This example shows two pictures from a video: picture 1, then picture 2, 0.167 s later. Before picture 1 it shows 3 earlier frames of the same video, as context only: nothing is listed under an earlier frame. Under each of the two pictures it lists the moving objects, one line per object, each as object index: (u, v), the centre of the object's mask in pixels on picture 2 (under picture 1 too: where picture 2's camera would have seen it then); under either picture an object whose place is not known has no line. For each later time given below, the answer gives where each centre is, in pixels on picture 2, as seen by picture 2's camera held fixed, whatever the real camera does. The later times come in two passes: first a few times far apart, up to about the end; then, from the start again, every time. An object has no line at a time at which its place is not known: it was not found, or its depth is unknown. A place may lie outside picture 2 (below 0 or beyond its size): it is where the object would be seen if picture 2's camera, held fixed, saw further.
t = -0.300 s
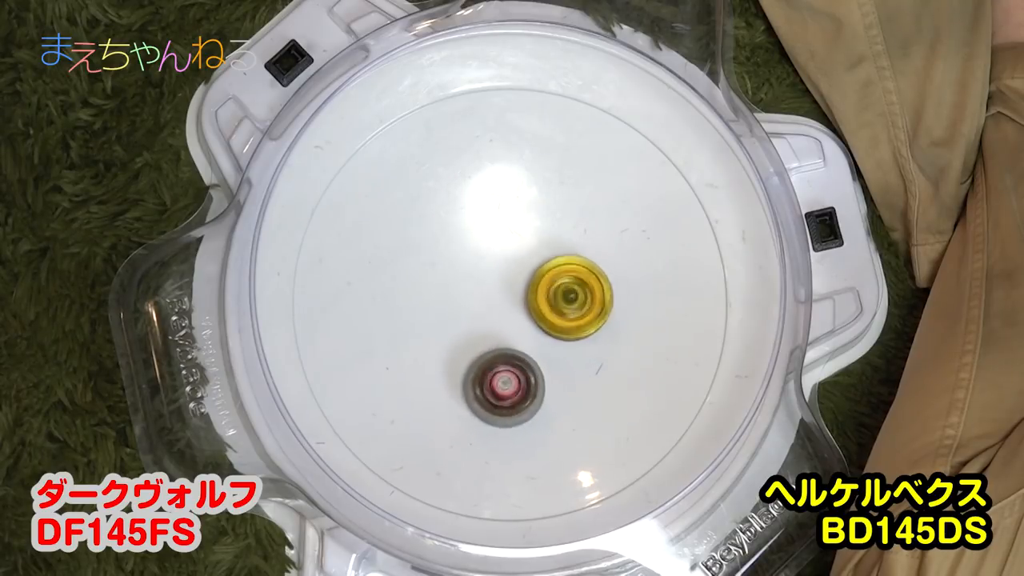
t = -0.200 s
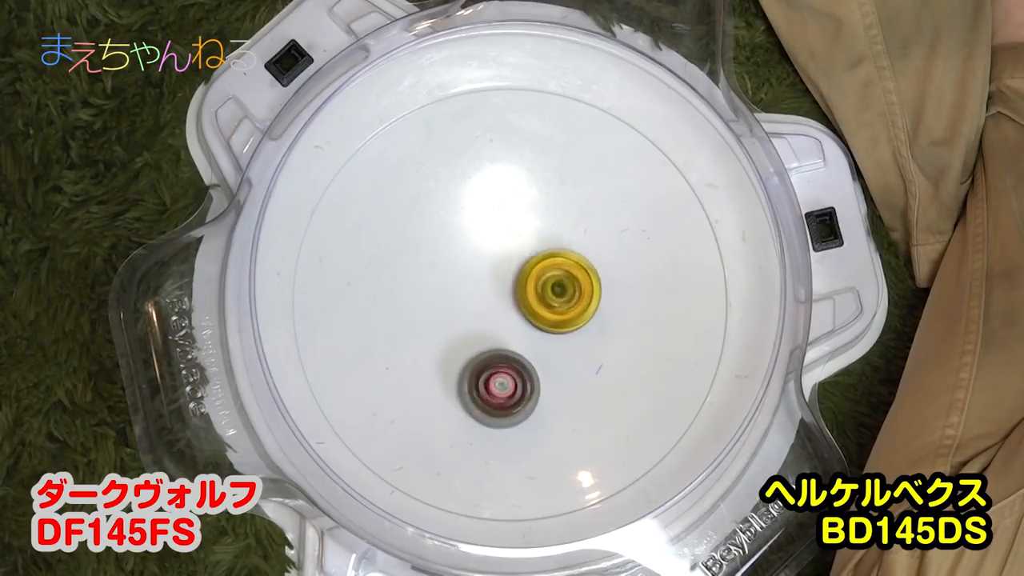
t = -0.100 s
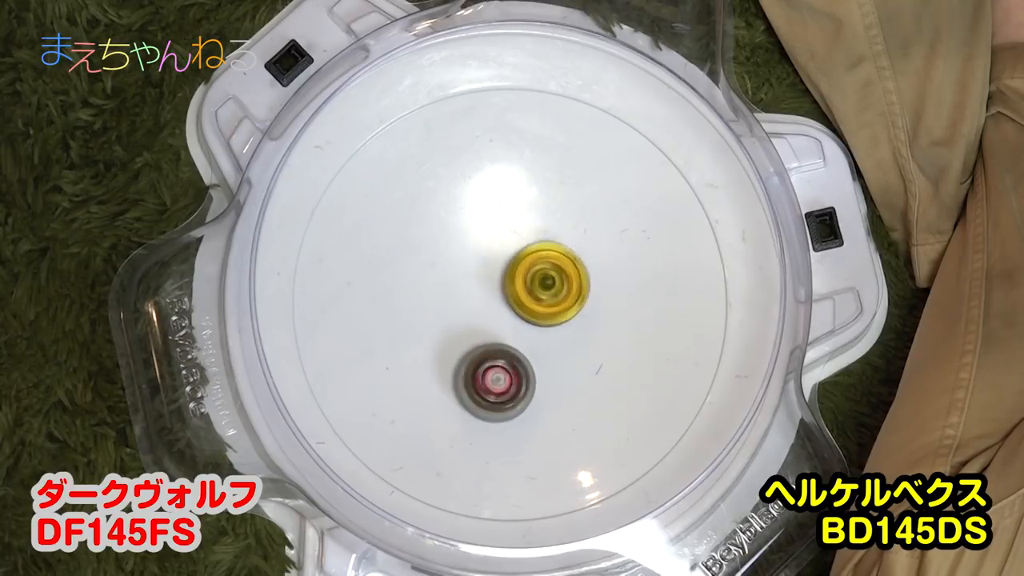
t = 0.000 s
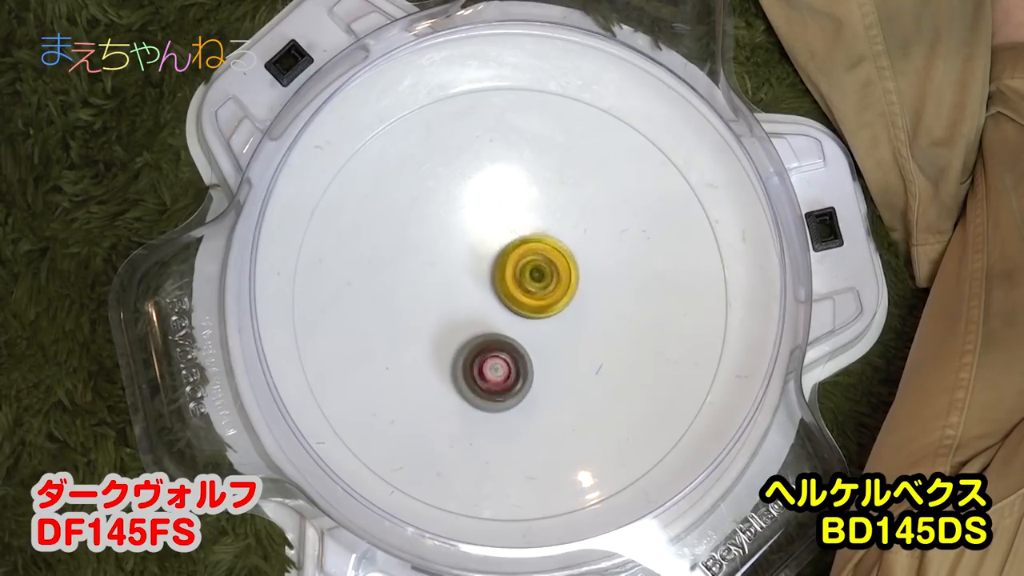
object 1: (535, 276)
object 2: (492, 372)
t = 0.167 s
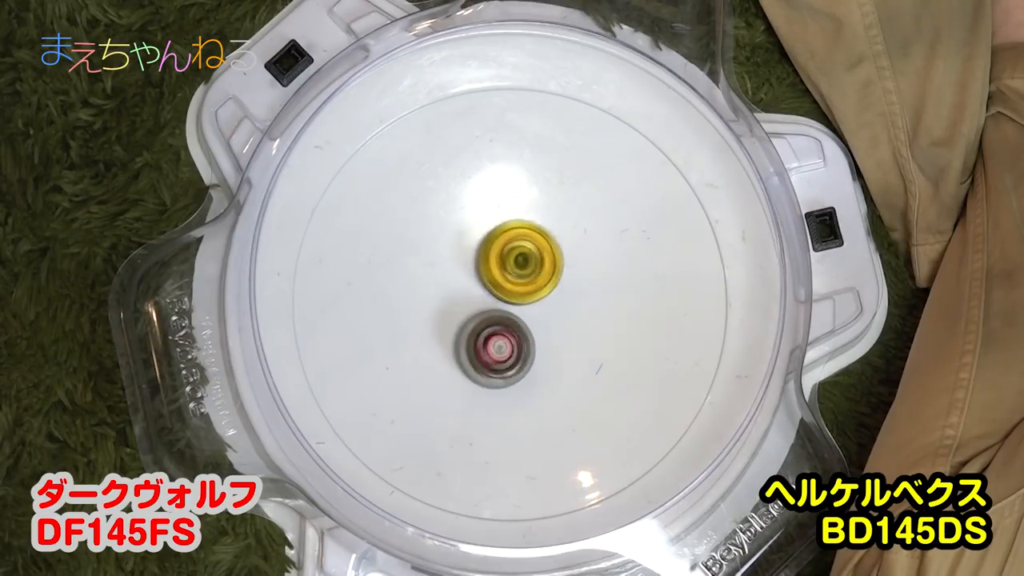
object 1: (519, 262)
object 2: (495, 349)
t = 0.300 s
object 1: (517, 231)
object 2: (490, 356)
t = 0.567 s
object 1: (515, 203)
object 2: (509, 356)
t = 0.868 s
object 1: (522, 205)
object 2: (542, 342)
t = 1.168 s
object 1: (516, 242)
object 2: (564, 327)
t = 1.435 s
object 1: (491, 268)
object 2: (569, 321)
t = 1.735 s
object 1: (456, 281)
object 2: (552, 314)
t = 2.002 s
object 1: (431, 275)
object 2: (528, 298)
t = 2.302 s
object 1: (428, 259)
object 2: (516, 272)
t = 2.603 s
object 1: (451, 268)
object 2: (534, 266)
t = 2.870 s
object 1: (460, 291)
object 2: (562, 285)
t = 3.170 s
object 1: (455, 314)
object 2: (572, 327)
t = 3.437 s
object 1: (445, 336)
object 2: (538, 322)
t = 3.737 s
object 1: (431, 355)
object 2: (553, 255)
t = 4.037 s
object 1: (454, 350)
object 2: (580, 223)
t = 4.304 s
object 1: (484, 346)
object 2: (575, 249)
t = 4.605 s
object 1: (510, 357)
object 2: (520, 274)
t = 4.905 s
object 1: (524, 378)
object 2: (472, 250)
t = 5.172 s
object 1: (521, 378)
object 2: (471, 235)
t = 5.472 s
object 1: (519, 350)
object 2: (490, 266)
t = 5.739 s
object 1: (534, 341)
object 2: (485, 270)
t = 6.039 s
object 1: (558, 327)
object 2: (466, 281)
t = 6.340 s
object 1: (573, 315)
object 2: (463, 291)
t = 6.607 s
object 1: (558, 302)
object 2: (471, 307)
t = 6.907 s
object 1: (565, 286)
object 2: (429, 321)
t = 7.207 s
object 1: (542, 272)
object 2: (444, 321)
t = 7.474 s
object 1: (520, 263)
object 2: (482, 339)
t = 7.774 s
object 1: (496, 256)
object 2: (501, 373)
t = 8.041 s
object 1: (483, 264)
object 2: (500, 374)
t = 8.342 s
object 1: (479, 280)
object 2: (521, 355)
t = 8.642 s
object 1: (483, 298)
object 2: (555, 349)
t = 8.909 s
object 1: (486, 315)
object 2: (563, 349)
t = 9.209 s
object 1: (471, 312)
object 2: (576, 348)
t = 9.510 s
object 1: (485, 308)
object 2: (569, 313)
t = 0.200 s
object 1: (517, 259)
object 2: (496, 342)
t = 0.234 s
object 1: (514, 256)
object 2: (498, 337)
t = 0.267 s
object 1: (515, 244)
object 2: (495, 344)
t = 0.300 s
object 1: (517, 231)
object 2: (490, 356)
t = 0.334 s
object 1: (519, 223)
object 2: (488, 361)
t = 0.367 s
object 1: (518, 220)
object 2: (489, 362)
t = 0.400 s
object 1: (517, 217)
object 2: (492, 361)
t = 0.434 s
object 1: (516, 214)
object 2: (495, 360)
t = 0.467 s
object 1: (515, 210)
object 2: (499, 359)
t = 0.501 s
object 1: (515, 208)
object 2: (502, 358)
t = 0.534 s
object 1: (515, 205)
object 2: (506, 357)
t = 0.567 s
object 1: (515, 203)
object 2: (509, 356)
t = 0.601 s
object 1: (516, 200)
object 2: (514, 354)
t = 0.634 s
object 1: (517, 198)
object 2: (517, 353)
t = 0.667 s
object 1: (517, 196)
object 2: (520, 351)
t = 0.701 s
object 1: (519, 195)
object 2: (524, 350)
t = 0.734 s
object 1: (520, 195)
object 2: (528, 348)
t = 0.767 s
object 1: (521, 196)
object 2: (532, 347)
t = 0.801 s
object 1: (522, 198)
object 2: (536, 345)
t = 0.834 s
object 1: (522, 201)
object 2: (539, 343)
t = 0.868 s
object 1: (522, 205)
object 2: (542, 342)
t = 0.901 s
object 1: (522, 209)
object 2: (545, 340)
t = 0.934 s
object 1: (523, 213)
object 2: (548, 339)
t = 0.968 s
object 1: (522, 217)
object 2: (551, 337)
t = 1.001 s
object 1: (521, 221)
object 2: (554, 336)
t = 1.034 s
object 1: (521, 226)
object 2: (556, 334)
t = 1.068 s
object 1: (520, 230)
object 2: (558, 332)
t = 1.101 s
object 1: (518, 234)
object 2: (560, 330)
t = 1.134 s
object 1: (517, 238)
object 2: (562, 329)
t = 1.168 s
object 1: (516, 242)
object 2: (564, 327)
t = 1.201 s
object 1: (514, 247)
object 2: (565, 325)
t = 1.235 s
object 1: (512, 251)
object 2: (566, 323)
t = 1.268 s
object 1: (510, 255)
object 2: (567, 321)
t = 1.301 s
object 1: (507, 259)
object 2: (567, 319)
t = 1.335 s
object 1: (503, 261)
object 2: (569, 320)
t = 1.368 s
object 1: (498, 262)
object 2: (570, 322)
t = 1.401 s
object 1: (495, 264)
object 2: (570, 321)
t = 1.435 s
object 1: (491, 268)
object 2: (569, 321)
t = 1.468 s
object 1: (487, 270)
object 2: (569, 321)
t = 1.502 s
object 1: (484, 272)
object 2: (568, 320)
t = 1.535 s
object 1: (480, 274)
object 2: (566, 319)
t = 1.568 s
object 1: (476, 276)
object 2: (565, 318)
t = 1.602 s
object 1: (472, 277)
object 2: (563, 318)
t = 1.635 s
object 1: (468, 278)
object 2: (560, 317)
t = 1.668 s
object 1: (464, 279)
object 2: (557, 316)
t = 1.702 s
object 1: (460, 280)
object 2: (555, 315)
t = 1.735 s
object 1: (456, 281)
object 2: (552, 314)
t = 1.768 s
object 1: (453, 280)
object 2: (549, 313)
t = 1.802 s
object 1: (449, 281)
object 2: (546, 311)
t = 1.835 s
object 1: (445, 280)
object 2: (543, 309)
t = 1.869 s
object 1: (442, 280)
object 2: (540, 308)
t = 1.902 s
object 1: (439, 279)
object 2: (537, 305)
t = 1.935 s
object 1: (436, 277)
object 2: (534, 303)
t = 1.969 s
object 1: (433, 276)
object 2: (531, 301)
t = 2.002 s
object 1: (431, 275)
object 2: (528, 298)
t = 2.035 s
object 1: (429, 273)
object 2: (525, 295)
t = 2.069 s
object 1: (427, 271)
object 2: (522, 292)
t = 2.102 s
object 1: (426, 269)
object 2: (520, 289)
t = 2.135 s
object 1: (425, 267)
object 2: (518, 286)
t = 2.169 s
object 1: (425, 265)
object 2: (515, 283)
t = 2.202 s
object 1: (425, 263)
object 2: (513, 280)
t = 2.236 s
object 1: (427, 261)
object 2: (512, 277)
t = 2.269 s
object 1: (429, 261)
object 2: (511, 274)
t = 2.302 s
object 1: (428, 259)
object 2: (516, 272)
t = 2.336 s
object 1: (429, 258)
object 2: (518, 271)
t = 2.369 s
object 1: (431, 259)
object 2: (518, 269)
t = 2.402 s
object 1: (434, 259)
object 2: (520, 267)
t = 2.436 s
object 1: (437, 260)
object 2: (521, 266)
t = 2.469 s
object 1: (439, 261)
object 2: (524, 265)
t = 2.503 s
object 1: (442, 262)
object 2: (528, 266)
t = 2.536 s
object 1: (445, 264)
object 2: (530, 265)
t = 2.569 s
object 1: (448, 266)
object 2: (532, 266)
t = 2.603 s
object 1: (451, 268)
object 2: (534, 266)
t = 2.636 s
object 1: (450, 270)
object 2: (541, 267)
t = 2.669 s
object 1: (448, 271)
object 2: (551, 270)
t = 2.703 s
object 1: (450, 274)
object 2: (555, 273)
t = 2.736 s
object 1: (452, 277)
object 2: (558, 275)
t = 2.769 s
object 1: (454, 281)
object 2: (559, 277)
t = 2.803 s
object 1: (456, 284)
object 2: (560, 279)
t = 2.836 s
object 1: (458, 287)
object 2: (561, 282)
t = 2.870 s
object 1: (460, 291)
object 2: (562, 285)
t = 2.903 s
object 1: (462, 294)
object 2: (562, 288)
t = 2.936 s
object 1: (464, 297)
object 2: (561, 291)
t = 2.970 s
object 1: (466, 300)
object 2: (559, 295)
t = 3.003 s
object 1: (468, 304)
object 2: (558, 298)
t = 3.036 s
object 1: (470, 308)
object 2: (555, 301)
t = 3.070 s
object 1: (471, 311)
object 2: (553, 305)
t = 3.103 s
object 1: (465, 312)
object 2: (559, 311)
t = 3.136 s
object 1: (458, 313)
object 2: (568, 319)
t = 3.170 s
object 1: (455, 314)
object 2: (572, 327)
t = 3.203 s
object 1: (454, 317)
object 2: (574, 333)
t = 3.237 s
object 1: (453, 320)
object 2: (570, 336)
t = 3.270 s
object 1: (452, 323)
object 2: (565, 335)
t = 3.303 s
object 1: (450, 326)
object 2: (560, 334)
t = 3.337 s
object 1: (449, 328)
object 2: (555, 331)
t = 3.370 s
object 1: (448, 331)
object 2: (549, 329)
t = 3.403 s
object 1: (446, 333)
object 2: (544, 326)
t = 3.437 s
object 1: (445, 336)
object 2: (538, 322)
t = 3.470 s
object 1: (445, 338)
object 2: (532, 318)
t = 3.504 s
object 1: (444, 340)
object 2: (527, 313)
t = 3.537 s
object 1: (444, 342)
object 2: (521, 308)
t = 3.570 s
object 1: (445, 343)
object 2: (517, 303)
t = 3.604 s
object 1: (443, 346)
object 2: (517, 295)
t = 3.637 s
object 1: (434, 351)
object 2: (531, 282)
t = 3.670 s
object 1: (431, 353)
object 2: (542, 271)
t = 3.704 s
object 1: (431, 354)
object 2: (549, 262)
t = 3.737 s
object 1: (431, 355)
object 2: (553, 255)
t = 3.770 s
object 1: (433, 356)
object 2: (555, 249)
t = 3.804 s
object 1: (434, 356)
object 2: (557, 242)
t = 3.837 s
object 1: (436, 356)
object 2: (560, 237)
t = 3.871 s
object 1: (438, 355)
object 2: (564, 233)
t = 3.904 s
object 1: (441, 354)
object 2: (567, 229)
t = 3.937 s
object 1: (444, 353)
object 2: (571, 226)
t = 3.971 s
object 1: (447, 352)
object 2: (575, 224)
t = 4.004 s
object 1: (451, 351)
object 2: (578, 223)
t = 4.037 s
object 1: (454, 350)
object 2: (580, 223)
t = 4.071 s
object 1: (458, 349)
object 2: (582, 224)
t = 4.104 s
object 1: (462, 348)
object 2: (583, 225)
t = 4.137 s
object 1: (465, 348)
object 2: (583, 228)
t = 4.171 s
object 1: (469, 347)
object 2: (584, 230)
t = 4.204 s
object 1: (473, 347)
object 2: (583, 234)
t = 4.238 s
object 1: (476, 346)
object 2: (581, 238)
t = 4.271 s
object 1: (480, 346)
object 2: (578, 243)
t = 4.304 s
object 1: (484, 346)
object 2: (575, 249)
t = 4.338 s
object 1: (488, 347)
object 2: (570, 254)
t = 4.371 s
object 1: (491, 347)
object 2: (565, 259)
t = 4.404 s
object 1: (495, 347)
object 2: (559, 264)
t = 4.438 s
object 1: (498, 348)
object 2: (552, 269)
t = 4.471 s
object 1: (502, 349)
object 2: (545, 273)
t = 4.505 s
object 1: (504, 352)
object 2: (539, 275)
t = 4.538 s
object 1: (505, 353)
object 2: (533, 275)
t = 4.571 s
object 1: (508, 355)
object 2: (526, 275)
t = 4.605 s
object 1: (510, 357)
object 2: (520, 274)
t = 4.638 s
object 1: (513, 359)
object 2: (513, 274)
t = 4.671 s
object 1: (515, 362)
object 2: (507, 272)
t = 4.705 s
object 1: (517, 364)
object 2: (500, 270)
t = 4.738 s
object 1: (519, 367)
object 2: (494, 267)
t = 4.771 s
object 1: (520, 369)
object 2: (488, 264)
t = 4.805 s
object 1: (521, 372)
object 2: (483, 261)
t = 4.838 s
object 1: (522, 374)
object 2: (479, 258)
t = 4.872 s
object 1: (523, 376)
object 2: (475, 254)
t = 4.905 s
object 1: (524, 378)
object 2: (472, 250)
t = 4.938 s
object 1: (524, 380)
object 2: (470, 247)
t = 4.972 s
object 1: (524, 382)
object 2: (468, 244)
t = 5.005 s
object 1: (524, 383)
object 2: (467, 241)
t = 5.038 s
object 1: (523, 384)
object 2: (467, 239)
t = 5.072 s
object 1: (523, 383)
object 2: (467, 237)
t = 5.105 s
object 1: (522, 382)
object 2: (468, 236)
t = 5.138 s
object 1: (521, 380)
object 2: (470, 235)
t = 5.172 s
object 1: (521, 378)
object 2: (471, 235)
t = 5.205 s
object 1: (519, 375)
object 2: (473, 235)
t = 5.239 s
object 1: (519, 372)
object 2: (475, 236)
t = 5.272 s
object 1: (518, 370)
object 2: (477, 239)
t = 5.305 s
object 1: (518, 366)
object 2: (479, 241)
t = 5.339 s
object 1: (517, 363)
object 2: (481, 244)
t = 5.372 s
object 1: (517, 360)
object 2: (484, 248)
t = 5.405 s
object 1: (518, 356)
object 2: (486, 254)
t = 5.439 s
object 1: (518, 353)
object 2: (488, 259)
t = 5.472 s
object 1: (519, 350)
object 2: (490, 266)
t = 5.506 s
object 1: (520, 348)
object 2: (491, 270)
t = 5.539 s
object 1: (521, 348)
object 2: (491, 270)
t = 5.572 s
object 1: (523, 350)
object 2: (490, 264)
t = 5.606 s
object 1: (524, 348)
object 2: (491, 263)
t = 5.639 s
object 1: (527, 346)
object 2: (491, 265)
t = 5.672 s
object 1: (529, 344)
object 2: (489, 269)
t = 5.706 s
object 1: (532, 341)
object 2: (487, 270)
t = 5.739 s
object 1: (534, 341)
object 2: (485, 270)
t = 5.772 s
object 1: (536, 338)
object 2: (483, 272)
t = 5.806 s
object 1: (539, 337)
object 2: (481, 275)
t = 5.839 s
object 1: (542, 335)
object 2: (478, 276)
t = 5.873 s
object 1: (545, 334)
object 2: (476, 277)
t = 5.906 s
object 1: (548, 332)
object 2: (474, 278)
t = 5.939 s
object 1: (550, 331)
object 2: (472, 279)
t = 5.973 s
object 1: (553, 329)
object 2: (470, 280)
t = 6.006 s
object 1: (556, 328)
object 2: (469, 281)
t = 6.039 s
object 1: (558, 327)
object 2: (466, 281)
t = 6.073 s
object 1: (561, 326)
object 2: (465, 282)
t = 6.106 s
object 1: (563, 324)
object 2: (463, 283)
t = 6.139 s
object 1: (566, 323)
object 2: (463, 284)
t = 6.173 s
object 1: (568, 322)
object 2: (462, 285)
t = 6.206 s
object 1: (570, 321)
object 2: (462, 286)
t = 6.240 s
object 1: (572, 319)
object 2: (461, 287)
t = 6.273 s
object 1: (573, 318)
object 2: (462, 288)
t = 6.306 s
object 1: (573, 317)
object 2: (462, 290)
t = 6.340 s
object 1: (573, 315)
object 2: (463, 291)
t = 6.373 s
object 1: (572, 313)
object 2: (464, 293)
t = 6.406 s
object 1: (571, 312)
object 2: (465, 294)
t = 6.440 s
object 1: (570, 310)
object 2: (466, 297)
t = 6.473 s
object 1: (567, 308)
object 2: (467, 298)
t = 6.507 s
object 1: (565, 307)
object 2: (468, 301)
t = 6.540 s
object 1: (563, 305)
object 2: (469, 302)
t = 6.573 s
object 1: (560, 304)
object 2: (470, 305)
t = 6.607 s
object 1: (558, 302)
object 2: (471, 307)
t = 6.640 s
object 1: (557, 301)
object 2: (469, 310)
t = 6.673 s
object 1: (567, 300)
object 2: (452, 312)
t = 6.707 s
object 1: (571, 299)
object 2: (441, 313)
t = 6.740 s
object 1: (571, 298)
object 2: (437, 315)
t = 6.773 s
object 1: (570, 295)
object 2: (435, 317)
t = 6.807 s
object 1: (569, 293)
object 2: (433, 319)
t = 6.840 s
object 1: (568, 290)
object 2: (431, 320)
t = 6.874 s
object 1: (566, 288)
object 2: (429, 321)
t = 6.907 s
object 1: (565, 286)
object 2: (429, 321)
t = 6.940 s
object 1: (563, 284)
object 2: (428, 321)
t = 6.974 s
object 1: (561, 282)
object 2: (428, 320)
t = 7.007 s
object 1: (559, 280)
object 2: (429, 320)
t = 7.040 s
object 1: (556, 279)
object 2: (430, 319)
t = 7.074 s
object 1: (553, 277)
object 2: (432, 319)
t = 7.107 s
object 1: (551, 276)
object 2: (434, 319)
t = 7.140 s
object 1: (548, 274)
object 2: (437, 320)
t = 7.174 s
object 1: (545, 273)
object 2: (440, 320)
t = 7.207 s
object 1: (542, 272)
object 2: (444, 321)
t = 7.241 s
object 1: (540, 271)
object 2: (448, 322)
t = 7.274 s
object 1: (537, 269)
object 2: (453, 323)
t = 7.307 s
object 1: (534, 268)
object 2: (458, 325)
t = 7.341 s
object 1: (531, 267)
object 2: (463, 327)
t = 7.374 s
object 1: (528, 266)
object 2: (468, 330)
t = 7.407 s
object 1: (525, 265)
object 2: (473, 332)
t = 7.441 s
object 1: (522, 264)
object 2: (477, 336)
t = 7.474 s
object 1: (520, 263)
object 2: (482, 339)
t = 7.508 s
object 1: (517, 262)
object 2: (486, 343)
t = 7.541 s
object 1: (514, 261)
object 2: (489, 347)
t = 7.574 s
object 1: (511, 260)
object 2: (493, 351)
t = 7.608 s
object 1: (509, 259)
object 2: (495, 355)
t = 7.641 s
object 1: (506, 258)
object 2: (497, 359)
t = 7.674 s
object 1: (504, 257)
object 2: (499, 364)
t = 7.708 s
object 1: (501, 257)
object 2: (500, 368)
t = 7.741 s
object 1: (499, 256)
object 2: (501, 371)
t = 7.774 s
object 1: (496, 256)
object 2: (501, 373)
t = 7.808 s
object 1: (494, 256)
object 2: (501, 375)
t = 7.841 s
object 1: (492, 256)
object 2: (501, 376)
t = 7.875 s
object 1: (490, 257)
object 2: (501, 377)
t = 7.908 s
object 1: (488, 258)
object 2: (500, 378)
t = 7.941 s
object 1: (486, 259)
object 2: (500, 378)
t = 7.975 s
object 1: (485, 260)
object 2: (499, 377)
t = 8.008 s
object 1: (484, 262)
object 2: (499, 376)
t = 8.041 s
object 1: (483, 264)
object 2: (500, 374)
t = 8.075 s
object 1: (482, 266)
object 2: (500, 372)
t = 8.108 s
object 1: (481, 269)
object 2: (501, 370)
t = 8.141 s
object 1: (481, 271)
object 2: (502, 367)
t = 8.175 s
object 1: (481, 273)
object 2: (504, 364)
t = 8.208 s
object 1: (480, 276)
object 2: (506, 360)
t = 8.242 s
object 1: (480, 278)
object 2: (509, 357)
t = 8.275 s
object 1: (479, 277)
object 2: (514, 359)
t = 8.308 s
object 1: (479, 278)
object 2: (517, 358)
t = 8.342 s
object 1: (479, 280)
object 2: (521, 355)
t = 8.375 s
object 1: (479, 281)
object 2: (526, 353)
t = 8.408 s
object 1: (479, 284)
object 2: (530, 352)
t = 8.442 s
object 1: (479, 285)
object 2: (534, 351)
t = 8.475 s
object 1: (480, 287)
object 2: (539, 350)
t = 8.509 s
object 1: (480, 289)
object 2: (542, 350)
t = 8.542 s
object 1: (481, 291)
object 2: (546, 349)
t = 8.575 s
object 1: (481, 294)
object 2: (549, 349)
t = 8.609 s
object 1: (482, 296)
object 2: (552, 349)
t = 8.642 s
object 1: (483, 298)
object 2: (555, 349)
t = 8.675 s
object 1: (483, 301)
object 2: (556, 349)
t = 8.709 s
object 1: (484, 303)
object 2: (558, 349)
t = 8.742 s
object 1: (485, 306)
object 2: (560, 349)
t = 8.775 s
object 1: (486, 308)
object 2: (561, 349)
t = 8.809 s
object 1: (487, 310)
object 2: (562, 349)
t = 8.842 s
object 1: (487, 312)
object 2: (562, 349)
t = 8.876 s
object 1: (486, 313)
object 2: (564, 349)
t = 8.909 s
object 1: (486, 315)
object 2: (563, 349)
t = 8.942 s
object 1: (481, 314)
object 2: (568, 351)
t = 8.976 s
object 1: (476, 312)
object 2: (574, 353)
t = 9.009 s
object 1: (475, 311)
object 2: (575, 354)
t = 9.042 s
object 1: (473, 312)
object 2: (576, 354)
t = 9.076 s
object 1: (472, 312)
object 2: (577, 353)
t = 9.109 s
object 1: (470, 312)
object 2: (578, 353)
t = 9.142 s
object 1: (471, 312)
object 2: (578, 353)
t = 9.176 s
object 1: (470, 312)
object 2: (576, 350)
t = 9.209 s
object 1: (471, 312)
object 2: (576, 348)
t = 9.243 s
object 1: (471, 311)
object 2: (576, 346)
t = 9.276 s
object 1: (472, 311)
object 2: (575, 344)
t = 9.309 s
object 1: (473, 310)
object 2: (573, 340)
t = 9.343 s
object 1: (475, 309)
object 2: (572, 336)
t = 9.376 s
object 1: (476, 309)
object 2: (571, 332)
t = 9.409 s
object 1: (478, 308)
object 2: (570, 328)
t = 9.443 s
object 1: (480, 308)
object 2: (569, 323)
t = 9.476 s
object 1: (483, 308)
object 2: (569, 318)
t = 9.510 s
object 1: (485, 308)
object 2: (569, 313)
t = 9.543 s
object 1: (476, 304)
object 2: (581, 313)
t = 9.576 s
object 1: (460, 298)
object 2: (610, 316)
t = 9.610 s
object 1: (449, 293)
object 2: (632, 319)
